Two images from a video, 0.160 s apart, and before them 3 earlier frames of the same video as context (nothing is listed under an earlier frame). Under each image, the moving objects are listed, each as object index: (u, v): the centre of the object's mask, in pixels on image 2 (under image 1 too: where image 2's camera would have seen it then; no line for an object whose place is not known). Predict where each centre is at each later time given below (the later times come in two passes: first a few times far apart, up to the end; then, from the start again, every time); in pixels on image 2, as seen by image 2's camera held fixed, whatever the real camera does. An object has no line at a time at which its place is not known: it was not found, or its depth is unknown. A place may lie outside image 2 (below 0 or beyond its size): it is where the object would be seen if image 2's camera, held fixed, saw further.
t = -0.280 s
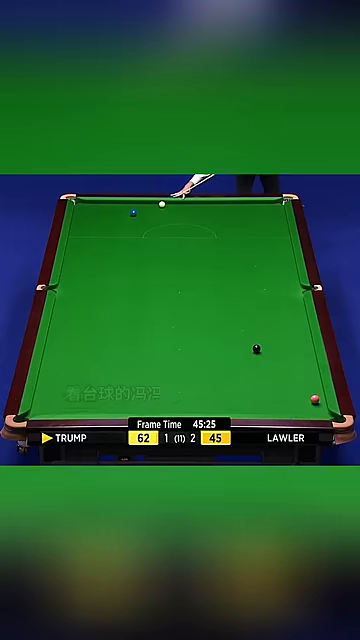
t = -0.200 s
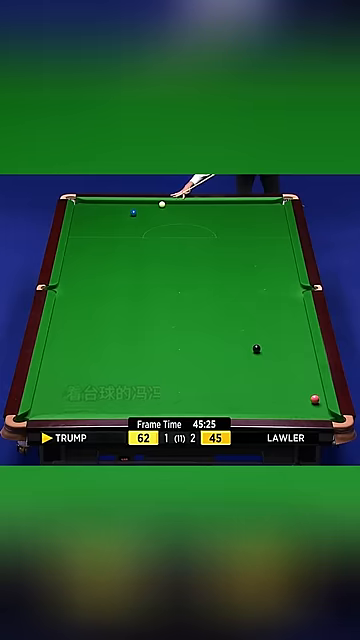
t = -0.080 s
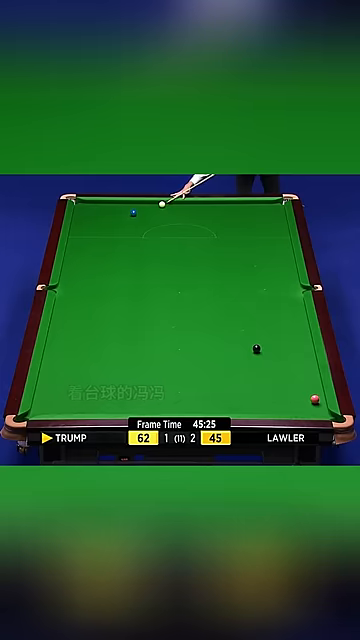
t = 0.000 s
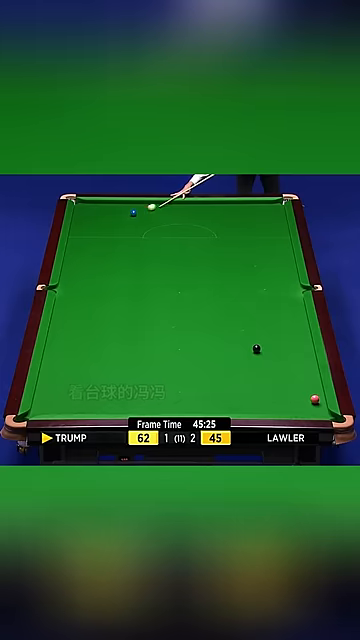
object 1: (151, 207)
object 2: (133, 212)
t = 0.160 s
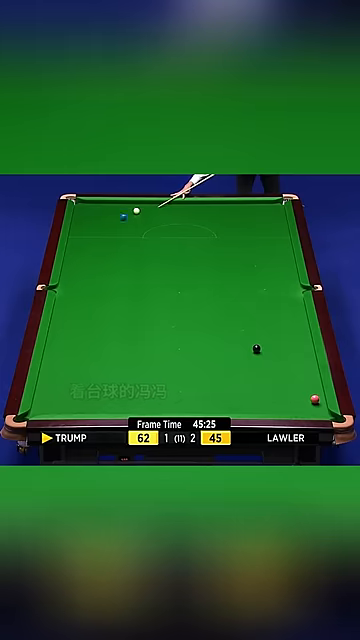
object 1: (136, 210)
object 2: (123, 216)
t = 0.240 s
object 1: (135, 209)
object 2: (114, 220)
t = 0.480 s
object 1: (132, 208)
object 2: (88, 230)
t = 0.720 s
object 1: (130, 206)
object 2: (75, 239)
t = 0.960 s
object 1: (128, 205)
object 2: (88, 248)
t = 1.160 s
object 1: (126, 205)
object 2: (96, 255)
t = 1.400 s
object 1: (124, 204)
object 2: (107, 263)
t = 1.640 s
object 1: (123, 203)
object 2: (119, 271)
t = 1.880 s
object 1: (122, 203)
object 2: (130, 280)
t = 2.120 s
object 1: (122, 203)
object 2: (140, 288)
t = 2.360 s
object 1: (122, 203)
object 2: (152, 297)
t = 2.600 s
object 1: (122, 203)
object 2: (163, 305)
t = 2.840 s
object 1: (122, 203)
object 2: (174, 314)
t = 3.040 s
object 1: (122, 203)
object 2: (183, 320)
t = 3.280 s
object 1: (122, 203)
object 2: (194, 329)
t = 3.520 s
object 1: (122, 203)
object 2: (205, 337)
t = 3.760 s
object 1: (122, 203)
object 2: (215, 345)
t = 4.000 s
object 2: (226, 353)
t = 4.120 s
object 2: (231, 357)
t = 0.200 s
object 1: (136, 209)
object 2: (118, 218)
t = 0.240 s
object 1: (135, 209)
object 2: (114, 220)
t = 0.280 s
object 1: (135, 209)
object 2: (109, 222)
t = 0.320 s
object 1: (134, 208)
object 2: (105, 223)
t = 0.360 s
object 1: (134, 208)
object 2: (101, 225)
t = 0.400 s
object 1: (133, 208)
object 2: (96, 227)
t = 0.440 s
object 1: (133, 208)
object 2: (92, 228)
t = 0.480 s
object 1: (132, 208)
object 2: (88, 230)
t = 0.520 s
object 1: (132, 207)
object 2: (84, 232)
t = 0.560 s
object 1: (132, 207)
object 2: (79, 233)
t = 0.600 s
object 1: (131, 207)
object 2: (75, 235)
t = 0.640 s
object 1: (131, 207)
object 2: (70, 236)
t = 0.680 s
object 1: (130, 207)
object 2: (72, 238)
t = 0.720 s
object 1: (130, 206)
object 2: (75, 239)
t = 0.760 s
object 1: (129, 207)
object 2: (78, 240)
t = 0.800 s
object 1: (129, 206)
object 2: (80, 242)
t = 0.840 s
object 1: (129, 206)
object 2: (82, 243)
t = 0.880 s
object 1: (128, 206)
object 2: (84, 245)
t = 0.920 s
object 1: (128, 206)
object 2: (86, 246)
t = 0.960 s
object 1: (128, 205)
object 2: (88, 248)
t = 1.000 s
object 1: (127, 206)
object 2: (89, 249)
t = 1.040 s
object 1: (127, 205)
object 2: (91, 251)
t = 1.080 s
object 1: (127, 205)
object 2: (92, 252)
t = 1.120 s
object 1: (126, 205)
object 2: (94, 253)
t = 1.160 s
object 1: (126, 205)
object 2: (96, 255)
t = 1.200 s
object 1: (126, 204)
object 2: (98, 256)
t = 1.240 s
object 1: (125, 204)
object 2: (100, 257)
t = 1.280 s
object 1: (125, 204)
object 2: (102, 259)
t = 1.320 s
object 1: (125, 204)
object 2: (104, 260)
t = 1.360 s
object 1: (125, 204)
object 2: (106, 262)
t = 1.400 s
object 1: (124, 204)
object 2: (107, 263)
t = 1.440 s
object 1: (124, 204)
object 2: (109, 264)
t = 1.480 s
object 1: (124, 204)
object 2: (111, 266)
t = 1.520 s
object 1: (124, 204)
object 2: (113, 267)
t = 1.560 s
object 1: (123, 203)
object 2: (115, 269)
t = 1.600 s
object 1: (123, 203)
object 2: (117, 270)
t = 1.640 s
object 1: (123, 203)
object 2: (119, 271)
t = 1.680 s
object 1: (123, 203)
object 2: (120, 273)
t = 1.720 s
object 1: (123, 204)
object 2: (122, 274)
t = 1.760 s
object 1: (123, 203)
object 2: (124, 276)
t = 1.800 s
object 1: (123, 203)
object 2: (126, 277)
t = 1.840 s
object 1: (122, 203)
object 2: (128, 279)
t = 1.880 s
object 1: (122, 203)
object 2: (130, 280)
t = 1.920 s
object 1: (122, 203)
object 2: (131, 281)
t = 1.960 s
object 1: (122, 203)
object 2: (133, 283)
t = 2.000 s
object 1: (122, 203)
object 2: (135, 284)
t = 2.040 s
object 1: (122, 203)
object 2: (137, 286)
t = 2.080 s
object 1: (122, 203)
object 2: (139, 287)
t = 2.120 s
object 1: (122, 203)
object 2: (140, 288)
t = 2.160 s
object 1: (122, 203)
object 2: (142, 290)
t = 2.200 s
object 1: (122, 203)
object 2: (144, 291)
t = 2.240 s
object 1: (122, 203)
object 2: (146, 293)
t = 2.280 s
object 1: (122, 203)
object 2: (148, 294)
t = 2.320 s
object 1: (122, 203)
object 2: (150, 296)
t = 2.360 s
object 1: (122, 203)
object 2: (152, 297)
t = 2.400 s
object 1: (122, 203)
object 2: (154, 298)
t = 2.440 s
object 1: (122, 203)
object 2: (156, 299)
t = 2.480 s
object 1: (122, 203)
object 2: (157, 301)
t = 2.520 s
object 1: (122, 203)
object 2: (159, 302)
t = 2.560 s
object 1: (122, 203)
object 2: (161, 304)
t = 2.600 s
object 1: (122, 203)
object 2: (163, 305)
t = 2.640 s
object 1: (122, 203)
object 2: (165, 306)
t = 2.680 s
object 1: (122, 203)
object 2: (166, 308)
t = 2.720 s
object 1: (122, 203)
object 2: (168, 310)
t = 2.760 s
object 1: (122, 203)
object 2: (170, 311)
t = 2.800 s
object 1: (122, 203)
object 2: (172, 312)
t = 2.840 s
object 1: (122, 203)
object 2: (174, 314)
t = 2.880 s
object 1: (122, 203)
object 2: (175, 315)
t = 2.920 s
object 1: (122, 203)
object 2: (177, 316)
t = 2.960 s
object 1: (122, 203)
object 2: (179, 317)
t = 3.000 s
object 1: (122, 203)
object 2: (181, 319)
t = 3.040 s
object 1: (122, 203)
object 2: (183, 320)
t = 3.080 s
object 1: (122, 203)
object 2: (185, 321)
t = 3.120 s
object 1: (122, 203)
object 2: (186, 323)
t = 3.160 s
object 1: (122, 203)
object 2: (188, 325)
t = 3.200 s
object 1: (122, 203)
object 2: (190, 326)
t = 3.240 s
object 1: (122, 203)
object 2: (192, 327)
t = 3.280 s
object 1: (122, 203)
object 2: (194, 329)
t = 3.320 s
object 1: (122, 203)
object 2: (195, 330)
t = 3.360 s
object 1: (122, 203)
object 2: (197, 331)
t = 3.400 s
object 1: (122, 203)
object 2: (199, 333)
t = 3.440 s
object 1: (122, 203)
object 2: (201, 334)
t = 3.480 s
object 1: (122, 203)
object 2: (203, 336)
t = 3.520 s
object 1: (122, 203)
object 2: (205, 337)
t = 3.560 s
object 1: (122, 203)
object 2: (206, 338)
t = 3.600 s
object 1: (122, 203)
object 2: (208, 340)
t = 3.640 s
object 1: (122, 203)
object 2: (210, 341)
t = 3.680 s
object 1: (122, 203)
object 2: (212, 343)
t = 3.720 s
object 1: (122, 203)
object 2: (213, 344)
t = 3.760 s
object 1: (122, 203)
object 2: (215, 345)
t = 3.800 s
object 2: (217, 347)
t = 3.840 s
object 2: (219, 348)
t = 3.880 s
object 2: (220, 349)
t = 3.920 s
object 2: (222, 351)
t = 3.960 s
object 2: (224, 352)
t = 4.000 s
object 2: (226, 353)
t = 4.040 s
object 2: (228, 355)
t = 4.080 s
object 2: (230, 356)
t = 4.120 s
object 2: (231, 357)
